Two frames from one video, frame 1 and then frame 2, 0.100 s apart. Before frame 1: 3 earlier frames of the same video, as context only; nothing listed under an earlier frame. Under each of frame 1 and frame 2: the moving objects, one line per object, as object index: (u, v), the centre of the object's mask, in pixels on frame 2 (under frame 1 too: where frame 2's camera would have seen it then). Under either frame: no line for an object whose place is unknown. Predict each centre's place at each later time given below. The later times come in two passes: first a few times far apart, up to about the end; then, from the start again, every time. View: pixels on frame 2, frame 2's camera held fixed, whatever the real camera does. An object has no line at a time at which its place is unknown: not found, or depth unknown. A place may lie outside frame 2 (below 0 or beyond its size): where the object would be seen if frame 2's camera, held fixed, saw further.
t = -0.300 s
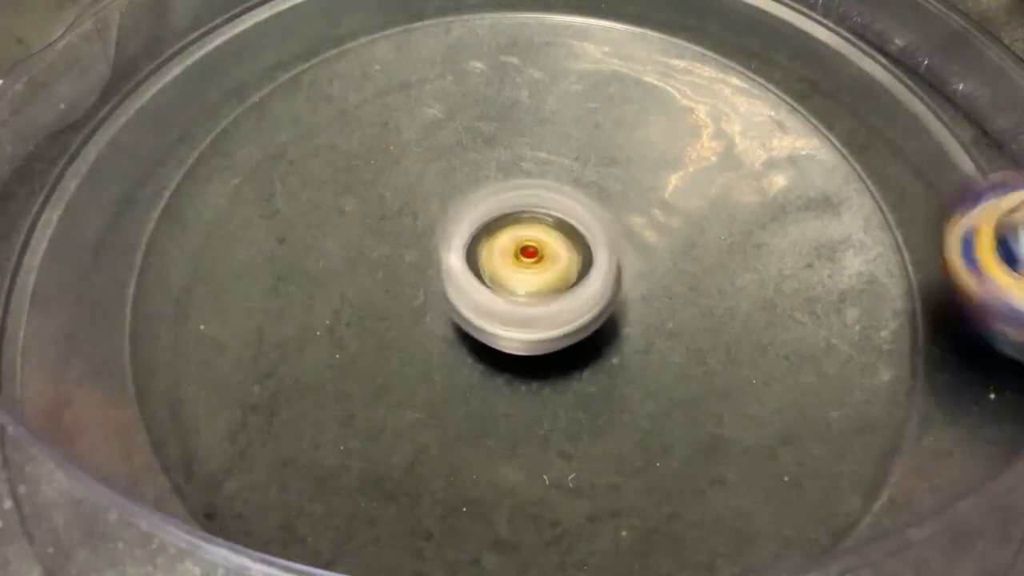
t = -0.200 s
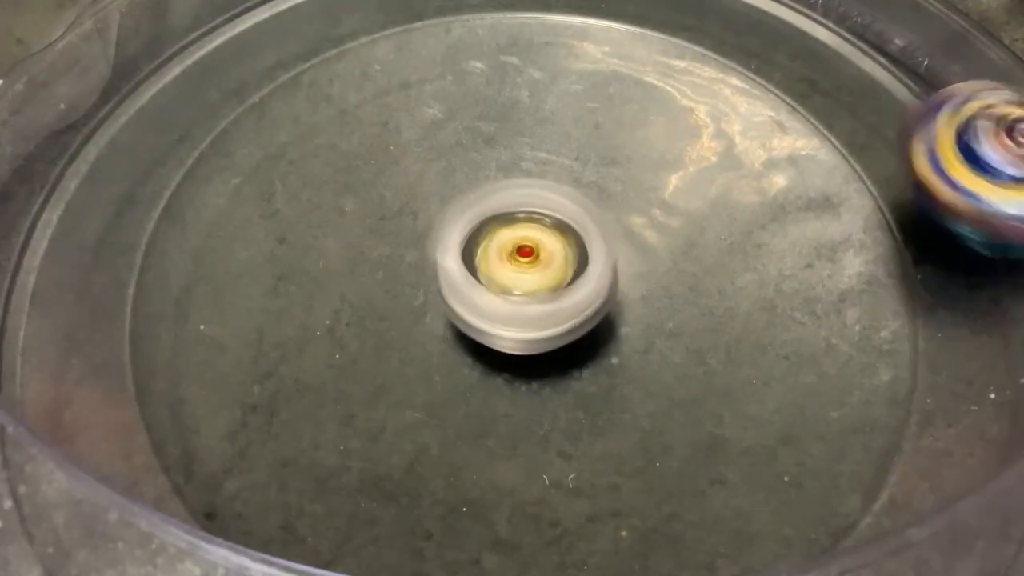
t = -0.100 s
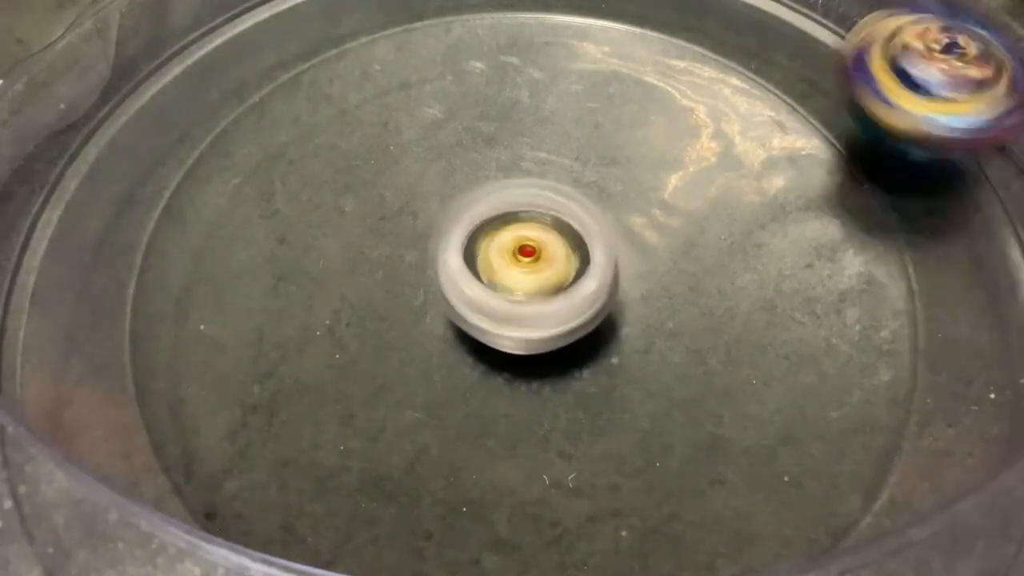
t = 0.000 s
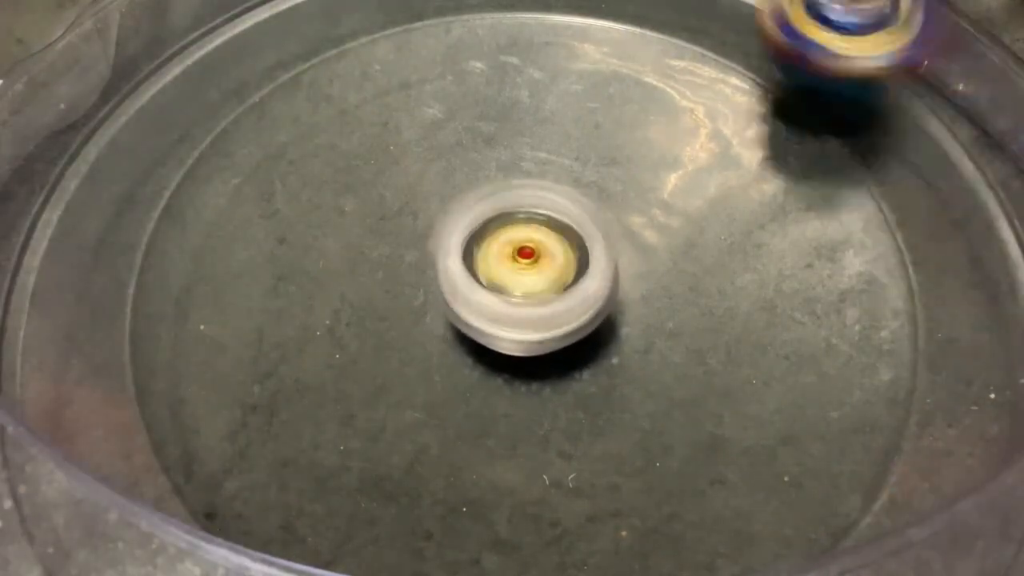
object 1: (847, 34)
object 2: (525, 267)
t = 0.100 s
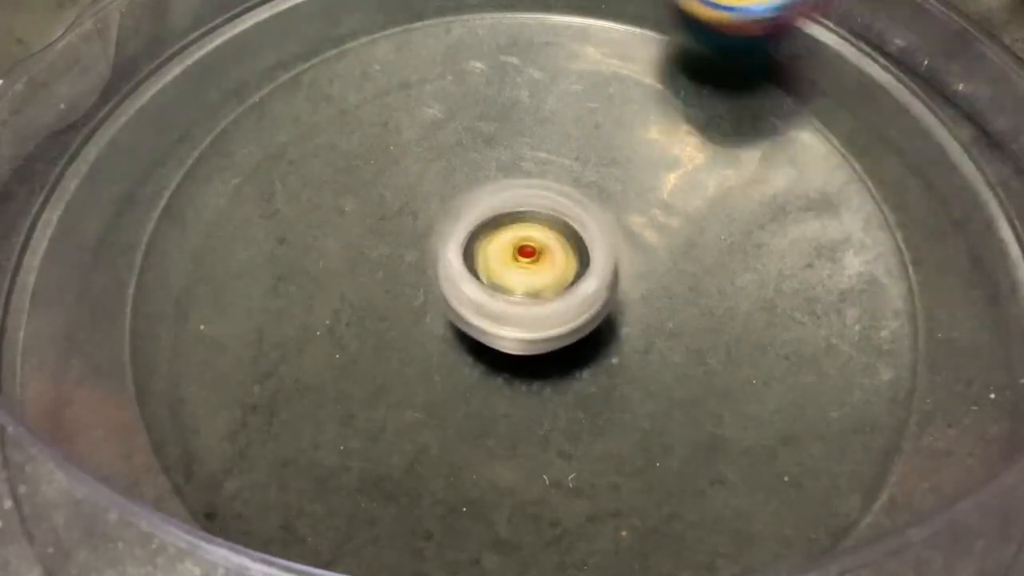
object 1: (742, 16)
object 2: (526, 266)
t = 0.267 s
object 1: (545, 14)
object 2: (525, 266)
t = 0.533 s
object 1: (218, 186)
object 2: (529, 265)
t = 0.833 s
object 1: (442, 521)
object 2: (528, 264)
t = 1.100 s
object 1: (858, 354)
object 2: (530, 263)
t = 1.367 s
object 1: (682, 59)
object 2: (536, 265)
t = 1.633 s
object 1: (334, 57)
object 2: (535, 267)
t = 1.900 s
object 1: (280, 376)
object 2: (521, 268)
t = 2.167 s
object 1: (728, 470)
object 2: (527, 267)
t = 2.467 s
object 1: (789, 133)
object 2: (525, 265)
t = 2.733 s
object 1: (432, 68)
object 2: (526, 265)
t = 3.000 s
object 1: (221, 317)
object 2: (527, 265)
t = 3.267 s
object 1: (591, 481)
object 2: (530, 263)
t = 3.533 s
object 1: (791, 200)
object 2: (529, 264)
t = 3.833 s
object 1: (489, 49)
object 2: (532, 268)
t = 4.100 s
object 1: (291, 276)
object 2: (530, 266)
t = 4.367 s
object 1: (583, 491)
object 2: (528, 267)
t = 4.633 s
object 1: (793, 246)
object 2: (527, 266)
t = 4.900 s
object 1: (519, 72)
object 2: (525, 264)
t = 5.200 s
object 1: (260, 256)
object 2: (525, 265)
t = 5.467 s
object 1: (574, 451)
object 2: (526, 264)
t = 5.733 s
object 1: (799, 215)
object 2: (525, 264)
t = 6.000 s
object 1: (532, 81)
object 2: (526, 264)
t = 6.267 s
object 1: (296, 260)
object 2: (525, 265)
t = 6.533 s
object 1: (539, 471)
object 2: (525, 264)
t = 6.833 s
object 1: (736, 204)
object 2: (524, 264)
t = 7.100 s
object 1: (478, 69)
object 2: (525, 265)
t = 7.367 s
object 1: (322, 284)
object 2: (526, 264)
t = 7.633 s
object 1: (612, 452)
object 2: (535, 268)
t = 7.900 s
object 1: (744, 212)
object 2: (532, 263)
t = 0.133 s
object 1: (704, 12)
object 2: (526, 266)
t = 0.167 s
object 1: (667, 9)
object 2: (526, 266)
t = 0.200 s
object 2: (525, 266)
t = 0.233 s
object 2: (525, 267)
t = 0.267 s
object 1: (545, 14)
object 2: (525, 266)
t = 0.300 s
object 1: (489, 20)
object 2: (524, 266)
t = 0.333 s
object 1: (439, 27)
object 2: (523, 265)
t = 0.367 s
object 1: (388, 36)
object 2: (525, 265)
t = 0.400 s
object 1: (343, 52)
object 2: (527, 265)
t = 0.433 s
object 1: (305, 73)
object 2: (527, 265)
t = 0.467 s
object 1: (270, 107)
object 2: (526, 265)
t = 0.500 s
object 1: (240, 149)
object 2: (527, 266)
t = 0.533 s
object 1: (218, 186)
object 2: (529, 265)
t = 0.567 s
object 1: (207, 228)
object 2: (528, 265)
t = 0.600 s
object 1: (199, 278)
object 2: (527, 266)
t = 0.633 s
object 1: (201, 330)
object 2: (528, 265)
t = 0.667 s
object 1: (214, 380)
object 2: (529, 265)
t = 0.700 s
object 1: (237, 431)
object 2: (527, 265)
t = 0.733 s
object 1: (276, 463)
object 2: (528, 264)
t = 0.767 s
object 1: (324, 490)
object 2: (529, 264)
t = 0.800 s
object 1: (381, 510)
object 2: (529, 264)
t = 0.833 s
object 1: (442, 521)
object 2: (528, 264)
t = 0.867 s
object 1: (509, 526)
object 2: (529, 263)
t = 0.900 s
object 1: (584, 528)
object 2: (528, 262)
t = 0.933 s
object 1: (650, 519)
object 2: (528, 262)
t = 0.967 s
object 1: (714, 505)
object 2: (530, 261)
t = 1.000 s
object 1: (765, 483)
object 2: (530, 262)
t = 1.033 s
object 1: (810, 449)
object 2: (530, 262)
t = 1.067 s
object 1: (842, 407)
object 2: (531, 263)
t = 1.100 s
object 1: (858, 354)
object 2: (530, 263)
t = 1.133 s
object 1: (860, 310)
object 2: (532, 263)
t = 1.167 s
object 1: (850, 259)
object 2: (531, 263)
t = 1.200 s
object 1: (840, 219)
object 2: (530, 264)
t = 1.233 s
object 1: (821, 179)
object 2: (532, 263)
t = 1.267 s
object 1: (793, 142)
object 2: (531, 264)
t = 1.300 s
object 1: (761, 108)
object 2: (533, 264)
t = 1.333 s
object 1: (720, 81)
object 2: (533, 265)
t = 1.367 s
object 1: (682, 59)
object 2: (536, 265)
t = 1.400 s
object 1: (643, 47)
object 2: (536, 266)
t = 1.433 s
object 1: (601, 39)
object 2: (536, 267)
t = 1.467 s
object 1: (554, 34)
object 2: (537, 267)
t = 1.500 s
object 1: (507, 32)
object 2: (536, 267)
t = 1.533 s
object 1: (464, 33)
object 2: (537, 266)
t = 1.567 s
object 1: (418, 38)
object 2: (534, 268)
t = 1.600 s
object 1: (374, 44)
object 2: (537, 266)
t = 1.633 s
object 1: (334, 57)
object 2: (535, 267)
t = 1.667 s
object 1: (300, 76)
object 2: (535, 267)
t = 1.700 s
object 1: (268, 110)
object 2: (533, 268)
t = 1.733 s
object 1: (243, 149)
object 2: (534, 267)
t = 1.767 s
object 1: (229, 192)
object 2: (532, 268)
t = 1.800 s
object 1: (227, 236)
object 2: (531, 269)
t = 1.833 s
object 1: (233, 279)
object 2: (526, 270)
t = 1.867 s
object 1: (250, 331)
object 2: (524, 268)
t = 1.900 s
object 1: (280, 376)
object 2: (521, 268)
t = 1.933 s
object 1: (318, 417)
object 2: (520, 266)
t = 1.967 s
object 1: (365, 449)
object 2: (520, 266)
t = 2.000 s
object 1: (420, 472)
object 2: (521, 266)
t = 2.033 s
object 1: (483, 484)
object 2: (522, 266)
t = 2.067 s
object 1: (545, 491)
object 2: (521, 267)
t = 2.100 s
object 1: (610, 490)
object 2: (524, 267)
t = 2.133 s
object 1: (669, 483)
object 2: (524, 268)
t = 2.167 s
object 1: (728, 470)
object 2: (527, 267)
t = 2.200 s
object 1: (776, 442)
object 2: (529, 267)
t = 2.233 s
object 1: (816, 407)
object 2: (528, 267)
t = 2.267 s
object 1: (845, 366)
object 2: (529, 266)
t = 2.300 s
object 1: (862, 325)
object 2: (529, 266)
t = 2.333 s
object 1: (865, 280)
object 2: (529, 266)
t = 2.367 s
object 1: (860, 239)
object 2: (528, 266)
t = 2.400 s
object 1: (847, 199)
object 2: (527, 266)
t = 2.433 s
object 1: (822, 163)
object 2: (527, 265)
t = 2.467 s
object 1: (789, 133)
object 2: (525, 265)
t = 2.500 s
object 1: (751, 106)
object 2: (525, 265)
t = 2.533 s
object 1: (712, 84)
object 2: (526, 264)
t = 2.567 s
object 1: (666, 66)
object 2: (526, 264)
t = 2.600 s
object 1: (615, 61)
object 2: (525, 264)
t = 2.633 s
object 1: (567, 59)
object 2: (526, 263)
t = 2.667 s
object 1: (517, 59)
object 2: (525, 264)
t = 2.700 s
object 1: (476, 62)
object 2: (523, 265)
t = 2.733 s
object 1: (432, 68)
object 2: (526, 265)
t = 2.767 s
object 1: (387, 82)
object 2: (525, 265)
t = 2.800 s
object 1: (346, 105)
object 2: (523, 265)
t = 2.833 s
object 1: (308, 132)
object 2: (525, 265)
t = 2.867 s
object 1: (276, 161)
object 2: (526, 265)
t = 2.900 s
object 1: (249, 194)
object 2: (526, 265)
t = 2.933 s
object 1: (231, 230)
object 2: (525, 265)
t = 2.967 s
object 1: (221, 270)
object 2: (527, 265)
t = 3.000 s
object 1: (221, 317)
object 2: (527, 265)
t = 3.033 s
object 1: (234, 362)
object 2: (525, 266)
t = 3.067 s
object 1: (262, 401)
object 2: (526, 264)
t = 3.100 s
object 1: (297, 437)
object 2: (527, 264)
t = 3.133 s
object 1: (348, 468)
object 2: (527, 263)
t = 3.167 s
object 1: (404, 483)
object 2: (526, 264)
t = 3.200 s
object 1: (465, 488)
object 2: (528, 263)
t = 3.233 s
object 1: (527, 492)
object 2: (529, 263)
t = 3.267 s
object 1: (591, 481)
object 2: (530, 263)
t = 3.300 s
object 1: (648, 465)
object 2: (529, 263)
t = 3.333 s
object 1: (695, 437)
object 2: (528, 263)
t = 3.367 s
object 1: (737, 404)
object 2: (528, 263)
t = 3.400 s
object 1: (765, 364)
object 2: (529, 263)
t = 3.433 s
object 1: (784, 324)
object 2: (529, 263)
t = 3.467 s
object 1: (795, 282)
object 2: (527, 265)
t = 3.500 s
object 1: (797, 239)
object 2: (527, 264)
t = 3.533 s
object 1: (791, 200)
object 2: (529, 264)
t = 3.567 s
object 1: (778, 163)
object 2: (530, 264)
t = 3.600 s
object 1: (753, 131)
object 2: (531, 264)
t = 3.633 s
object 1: (727, 100)
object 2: (532, 265)
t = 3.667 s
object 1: (697, 73)
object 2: (531, 265)
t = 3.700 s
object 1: (660, 58)
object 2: (532, 265)
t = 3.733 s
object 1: (619, 49)
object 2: (533, 266)
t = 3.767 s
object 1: (575, 45)
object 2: (533, 267)
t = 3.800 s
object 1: (527, 45)
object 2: (533, 268)
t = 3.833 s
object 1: (489, 49)
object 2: (532, 268)
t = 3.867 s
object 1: (448, 57)
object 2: (532, 268)
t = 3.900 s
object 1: (411, 70)
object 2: (532, 268)
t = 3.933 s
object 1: (374, 92)
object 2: (531, 269)
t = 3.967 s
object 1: (341, 121)
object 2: (529, 269)
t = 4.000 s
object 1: (318, 156)
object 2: (528, 268)
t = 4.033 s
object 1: (299, 193)
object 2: (529, 266)
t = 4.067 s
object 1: (290, 234)
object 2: (530, 266)
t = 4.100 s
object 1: (291, 276)
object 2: (530, 266)
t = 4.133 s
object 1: (299, 318)
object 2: (530, 266)
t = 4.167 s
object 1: (313, 359)
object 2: (529, 266)
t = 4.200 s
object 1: (339, 399)
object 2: (529, 267)
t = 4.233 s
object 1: (376, 434)
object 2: (530, 267)
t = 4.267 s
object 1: (423, 461)
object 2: (529, 267)
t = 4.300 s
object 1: (474, 477)
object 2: (529, 267)
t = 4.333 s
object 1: (528, 485)
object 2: (528, 267)
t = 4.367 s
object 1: (583, 491)
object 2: (528, 267)
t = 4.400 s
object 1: (643, 486)
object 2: (527, 267)
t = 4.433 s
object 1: (696, 470)
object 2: (528, 267)
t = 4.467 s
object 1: (743, 445)
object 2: (527, 267)
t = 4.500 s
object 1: (776, 408)
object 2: (527, 266)
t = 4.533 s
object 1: (798, 371)
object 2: (527, 266)
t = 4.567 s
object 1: (807, 327)
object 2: (527, 266)
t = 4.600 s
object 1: (804, 283)
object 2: (527, 266)
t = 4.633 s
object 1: (793, 246)
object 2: (527, 266)
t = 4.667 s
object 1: (774, 207)
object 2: (526, 266)
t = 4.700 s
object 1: (748, 175)
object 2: (526, 265)
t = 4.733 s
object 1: (717, 146)
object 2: (526, 264)
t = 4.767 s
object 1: (681, 120)
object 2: (525, 264)
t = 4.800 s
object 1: (641, 106)
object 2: (525, 264)
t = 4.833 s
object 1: (601, 90)
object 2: (525, 263)
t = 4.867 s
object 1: (558, 76)
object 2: (525, 263)
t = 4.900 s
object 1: (519, 72)
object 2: (525, 264)
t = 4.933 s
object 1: (480, 69)
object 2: (524, 264)
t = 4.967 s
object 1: (439, 70)
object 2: (524, 264)
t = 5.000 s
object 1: (393, 83)
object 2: (524, 264)
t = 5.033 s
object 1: (353, 100)
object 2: (524, 265)
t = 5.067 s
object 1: (320, 122)
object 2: (524, 265)
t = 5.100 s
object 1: (292, 147)
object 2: (524, 265)
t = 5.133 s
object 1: (270, 178)
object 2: (524, 265)
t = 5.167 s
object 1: (259, 216)
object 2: (525, 265)
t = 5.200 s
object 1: (260, 256)
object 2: (525, 265)
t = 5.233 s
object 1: (269, 296)
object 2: (525, 265)
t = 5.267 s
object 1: (284, 338)
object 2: (526, 265)
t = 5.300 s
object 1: (317, 375)
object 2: (526, 265)
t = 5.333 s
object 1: (360, 407)
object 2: (527, 265)
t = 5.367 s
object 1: (408, 429)
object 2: (527, 264)
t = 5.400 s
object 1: (461, 446)
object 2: (526, 264)
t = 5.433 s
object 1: (522, 453)
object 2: (526, 264)
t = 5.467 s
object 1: (574, 451)
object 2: (526, 264)
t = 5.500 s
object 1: (628, 438)
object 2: (525, 264)
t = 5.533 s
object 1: (678, 419)
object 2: (524, 265)
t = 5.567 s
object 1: (719, 396)
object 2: (524, 265)
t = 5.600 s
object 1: (753, 366)
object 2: (523, 266)
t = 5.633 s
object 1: (781, 329)
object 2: (525, 265)
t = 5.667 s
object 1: (797, 288)
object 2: (525, 265)
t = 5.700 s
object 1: (801, 251)
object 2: (525, 265)
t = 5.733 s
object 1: (799, 215)
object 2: (525, 264)
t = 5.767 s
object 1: (786, 181)
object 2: (525, 265)
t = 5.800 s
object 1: (767, 150)
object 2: (525, 265)
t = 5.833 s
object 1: (730, 121)
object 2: (524, 265)
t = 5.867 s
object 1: (699, 99)
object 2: (524, 265)
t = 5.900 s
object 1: (659, 90)
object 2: (526, 265)
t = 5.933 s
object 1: (614, 78)
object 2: (526, 264)
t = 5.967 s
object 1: (575, 72)
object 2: (527, 264)
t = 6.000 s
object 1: (532, 81)
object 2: (526, 264)
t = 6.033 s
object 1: (489, 83)
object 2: (524, 264)
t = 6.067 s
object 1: (452, 98)
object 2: (523, 264)
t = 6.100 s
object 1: (414, 115)
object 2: (522, 265)
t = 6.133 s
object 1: (381, 138)
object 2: (524, 264)
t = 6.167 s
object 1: (351, 163)
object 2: (524, 264)
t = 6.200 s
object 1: (327, 195)
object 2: (525, 264)
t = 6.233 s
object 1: (310, 224)
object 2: (524, 264)
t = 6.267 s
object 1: (296, 260)
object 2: (525, 265)
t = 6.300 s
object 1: (295, 299)
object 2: (526, 265)
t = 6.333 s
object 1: (299, 340)
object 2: (527, 264)
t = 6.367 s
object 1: (314, 378)
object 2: (526, 264)
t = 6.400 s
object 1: (345, 413)
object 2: (525, 264)
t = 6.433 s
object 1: (384, 440)
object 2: (524, 265)
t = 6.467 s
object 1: (431, 462)
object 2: (525, 264)
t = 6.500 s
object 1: (487, 470)
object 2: (525, 264)
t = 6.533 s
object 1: (539, 471)
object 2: (525, 264)
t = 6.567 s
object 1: (592, 462)
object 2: (524, 264)
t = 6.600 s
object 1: (636, 443)
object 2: (525, 264)
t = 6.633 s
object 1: (676, 418)
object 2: (525, 264)
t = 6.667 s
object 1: (711, 386)
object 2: (525, 264)
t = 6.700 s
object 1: (732, 349)
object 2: (525, 264)
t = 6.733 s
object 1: (745, 312)
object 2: (523, 264)
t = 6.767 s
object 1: (748, 272)
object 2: (524, 264)
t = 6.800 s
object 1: (747, 237)
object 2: (525, 264)
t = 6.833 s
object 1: (736, 204)
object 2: (524, 264)
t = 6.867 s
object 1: (715, 175)
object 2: (526, 264)
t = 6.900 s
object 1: (686, 140)
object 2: (527, 264)
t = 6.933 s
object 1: (663, 115)
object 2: (526, 264)
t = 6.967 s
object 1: (625, 96)
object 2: (526, 264)
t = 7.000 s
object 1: (591, 79)
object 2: (526, 263)
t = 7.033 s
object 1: (553, 70)
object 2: (526, 263)
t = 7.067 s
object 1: (513, 65)
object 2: (526, 264)
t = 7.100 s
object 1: (478, 69)
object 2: (525, 265)
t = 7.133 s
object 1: (439, 74)
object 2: (525, 264)
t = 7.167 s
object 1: (403, 92)
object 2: (526, 264)
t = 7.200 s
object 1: (372, 114)
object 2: (524, 265)
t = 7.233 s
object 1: (347, 140)
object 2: (523, 265)
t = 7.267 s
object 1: (331, 173)
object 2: (525, 264)
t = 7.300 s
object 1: (320, 206)
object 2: (524, 265)
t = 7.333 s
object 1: (315, 245)
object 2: (525, 265)
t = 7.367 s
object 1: (322, 284)
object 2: (526, 264)
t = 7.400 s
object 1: (334, 321)
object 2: (528, 264)
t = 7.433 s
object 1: (353, 360)
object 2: (530, 266)
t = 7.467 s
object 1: (382, 391)
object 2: (532, 265)
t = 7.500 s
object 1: (418, 421)
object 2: (533, 265)
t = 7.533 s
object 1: (460, 441)
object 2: (534, 266)
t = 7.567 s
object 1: (509, 454)
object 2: (535, 266)
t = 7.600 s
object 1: (561, 456)
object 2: (534, 268)
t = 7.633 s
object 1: (612, 452)
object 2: (535, 268)
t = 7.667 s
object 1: (659, 437)
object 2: (537, 267)
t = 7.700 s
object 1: (700, 413)
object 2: (538, 268)
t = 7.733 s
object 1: (729, 384)
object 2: (539, 268)
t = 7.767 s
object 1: (745, 349)
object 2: (538, 268)
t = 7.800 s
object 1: (756, 313)
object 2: (539, 268)
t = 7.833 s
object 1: (759, 278)
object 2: (540, 268)
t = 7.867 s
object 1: (748, 241)
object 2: (539, 268)
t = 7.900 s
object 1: (744, 212)
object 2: (532, 263)
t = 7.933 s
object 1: (727, 182)
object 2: (528, 261)
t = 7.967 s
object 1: (709, 157)
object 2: (529, 259)
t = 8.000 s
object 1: (676, 131)
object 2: (528, 259)
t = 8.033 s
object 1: (644, 113)
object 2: (527, 258)
